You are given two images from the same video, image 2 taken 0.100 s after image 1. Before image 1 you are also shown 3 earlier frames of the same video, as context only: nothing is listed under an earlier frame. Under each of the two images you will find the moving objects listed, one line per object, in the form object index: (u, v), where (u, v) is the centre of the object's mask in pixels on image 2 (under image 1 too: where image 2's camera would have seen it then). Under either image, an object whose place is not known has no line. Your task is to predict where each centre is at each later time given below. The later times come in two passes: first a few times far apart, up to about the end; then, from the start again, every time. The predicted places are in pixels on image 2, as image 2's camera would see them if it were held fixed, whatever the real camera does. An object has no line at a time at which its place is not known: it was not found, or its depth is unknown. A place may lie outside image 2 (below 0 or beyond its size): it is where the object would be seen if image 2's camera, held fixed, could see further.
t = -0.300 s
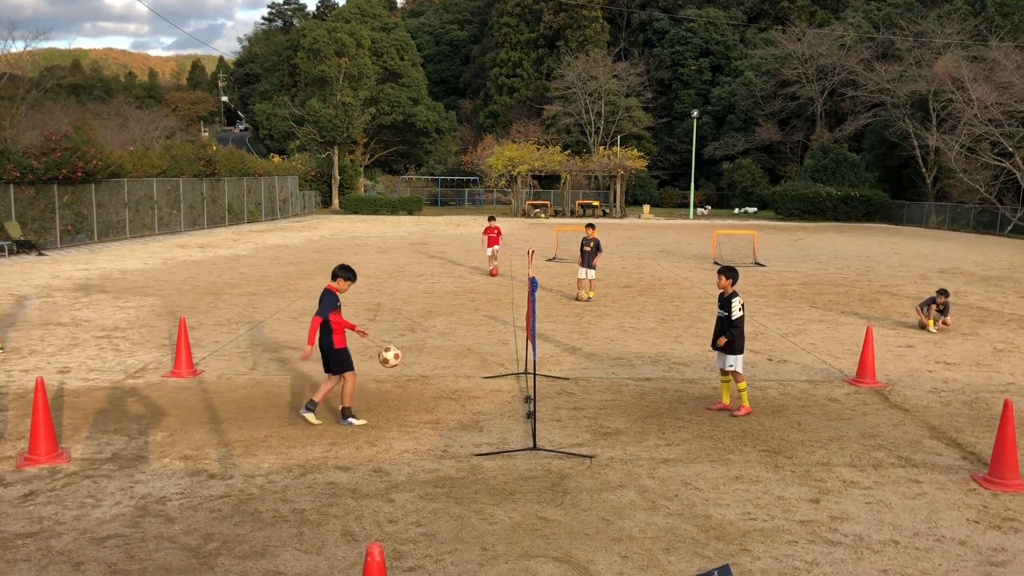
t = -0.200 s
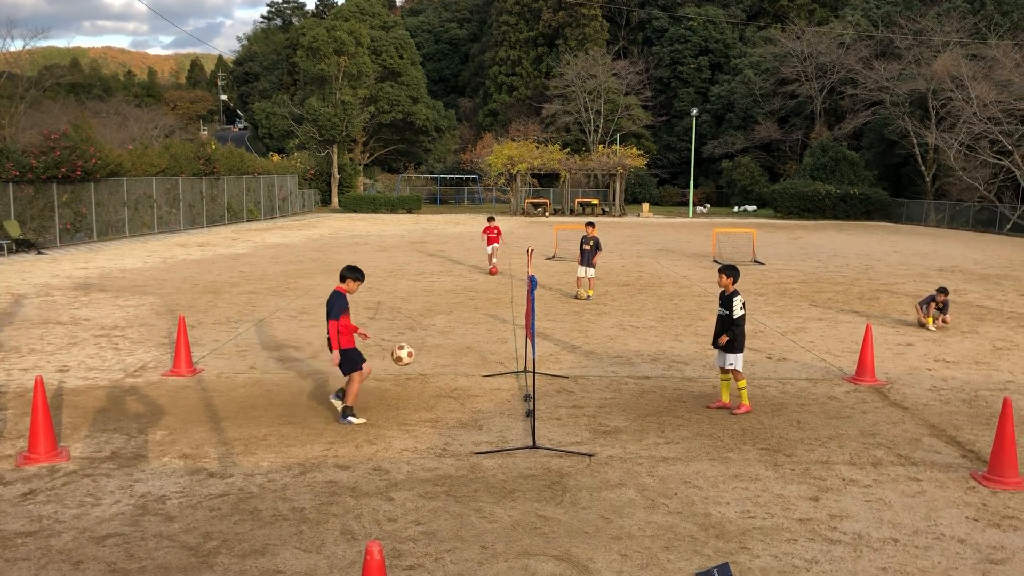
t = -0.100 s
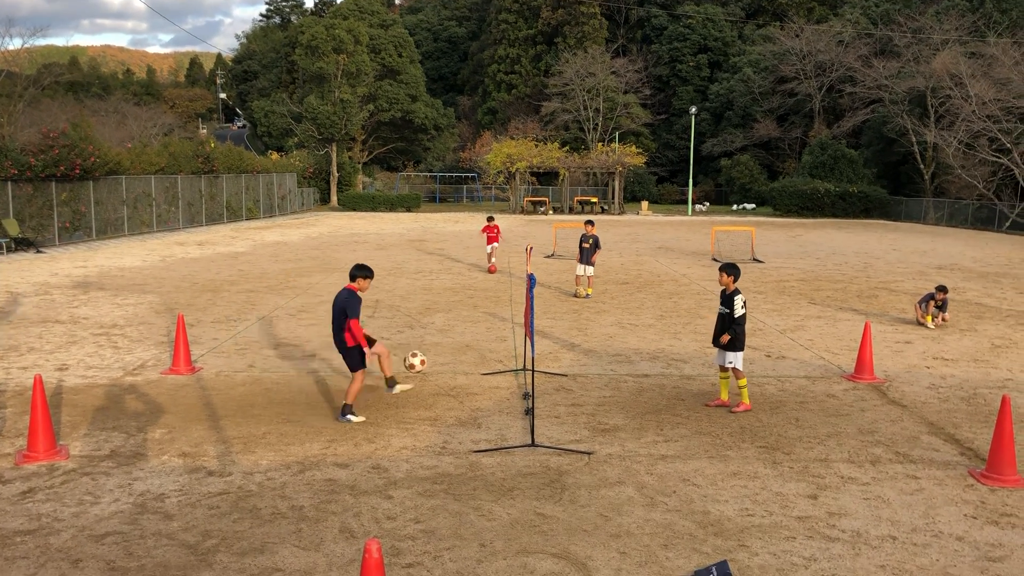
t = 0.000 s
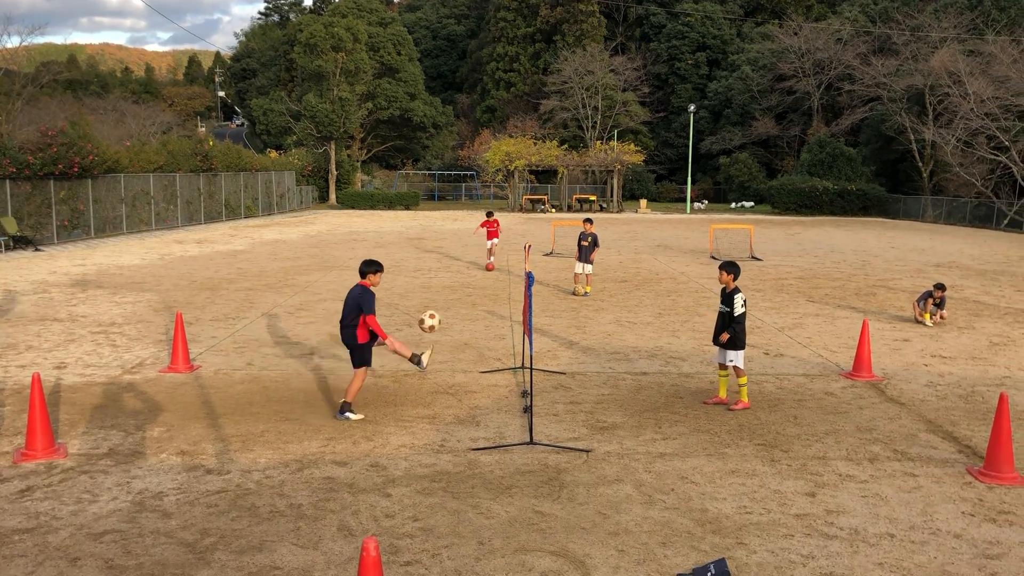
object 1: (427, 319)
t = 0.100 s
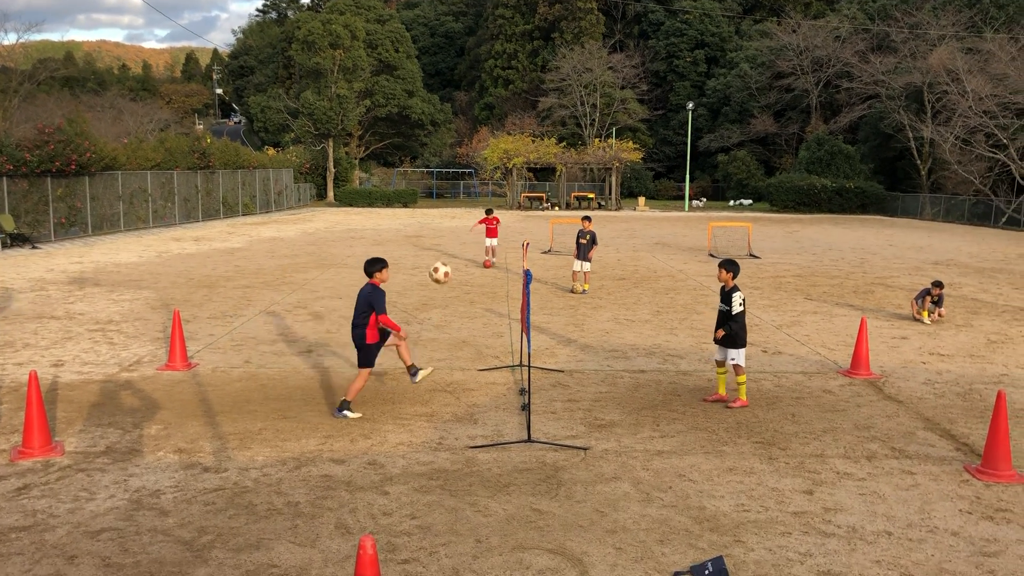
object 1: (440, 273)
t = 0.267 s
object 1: (461, 216)
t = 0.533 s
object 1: (495, 182)
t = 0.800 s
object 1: (529, 218)
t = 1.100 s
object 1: (564, 339)
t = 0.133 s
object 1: (444, 259)
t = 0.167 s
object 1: (448, 247)
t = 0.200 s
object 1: (453, 236)
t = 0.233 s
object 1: (457, 226)
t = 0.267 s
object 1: (461, 216)
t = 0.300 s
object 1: (466, 208)
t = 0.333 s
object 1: (470, 200)
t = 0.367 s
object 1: (475, 194)
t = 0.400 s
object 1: (479, 189)
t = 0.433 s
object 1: (483, 186)
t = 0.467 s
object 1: (487, 183)
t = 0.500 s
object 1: (491, 181)
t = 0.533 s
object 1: (495, 182)
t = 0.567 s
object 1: (500, 182)
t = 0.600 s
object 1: (504, 184)
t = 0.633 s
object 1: (508, 186)
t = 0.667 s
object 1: (512, 190)
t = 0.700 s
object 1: (517, 195)
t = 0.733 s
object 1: (521, 202)
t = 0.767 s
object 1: (525, 209)
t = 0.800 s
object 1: (529, 218)
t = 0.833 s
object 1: (532, 228)
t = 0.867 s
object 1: (537, 238)
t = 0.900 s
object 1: (541, 250)
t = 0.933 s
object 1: (545, 262)
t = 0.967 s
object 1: (549, 276)
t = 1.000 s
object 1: (553, 290)
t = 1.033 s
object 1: (557, 305)
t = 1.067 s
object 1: (560, 322)
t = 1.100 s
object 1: (564, 339)
